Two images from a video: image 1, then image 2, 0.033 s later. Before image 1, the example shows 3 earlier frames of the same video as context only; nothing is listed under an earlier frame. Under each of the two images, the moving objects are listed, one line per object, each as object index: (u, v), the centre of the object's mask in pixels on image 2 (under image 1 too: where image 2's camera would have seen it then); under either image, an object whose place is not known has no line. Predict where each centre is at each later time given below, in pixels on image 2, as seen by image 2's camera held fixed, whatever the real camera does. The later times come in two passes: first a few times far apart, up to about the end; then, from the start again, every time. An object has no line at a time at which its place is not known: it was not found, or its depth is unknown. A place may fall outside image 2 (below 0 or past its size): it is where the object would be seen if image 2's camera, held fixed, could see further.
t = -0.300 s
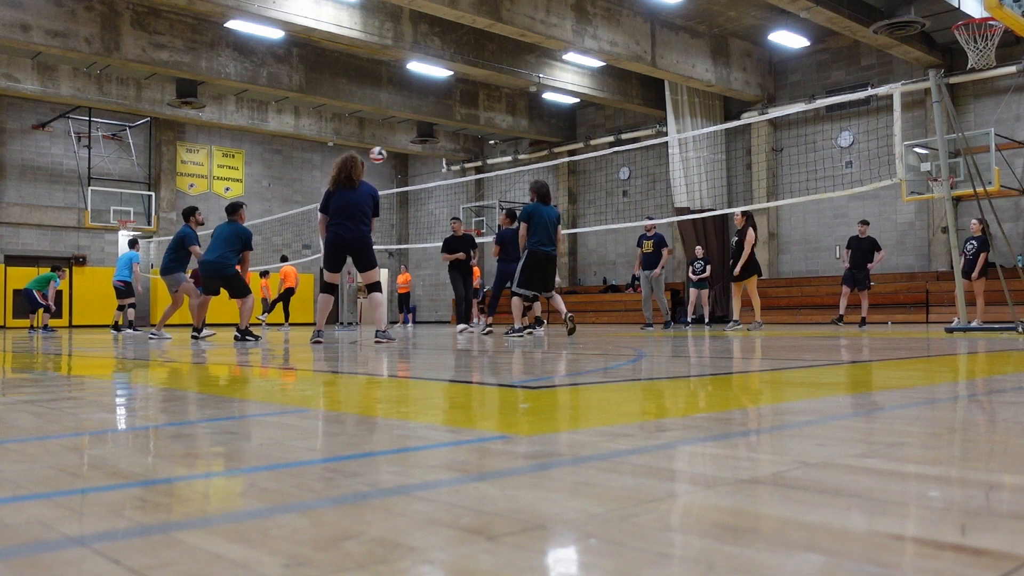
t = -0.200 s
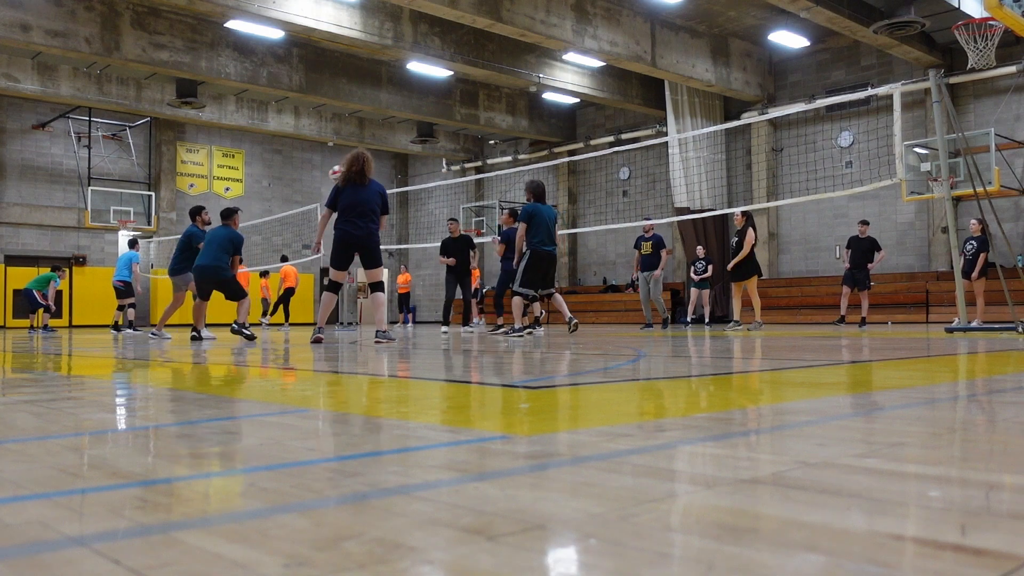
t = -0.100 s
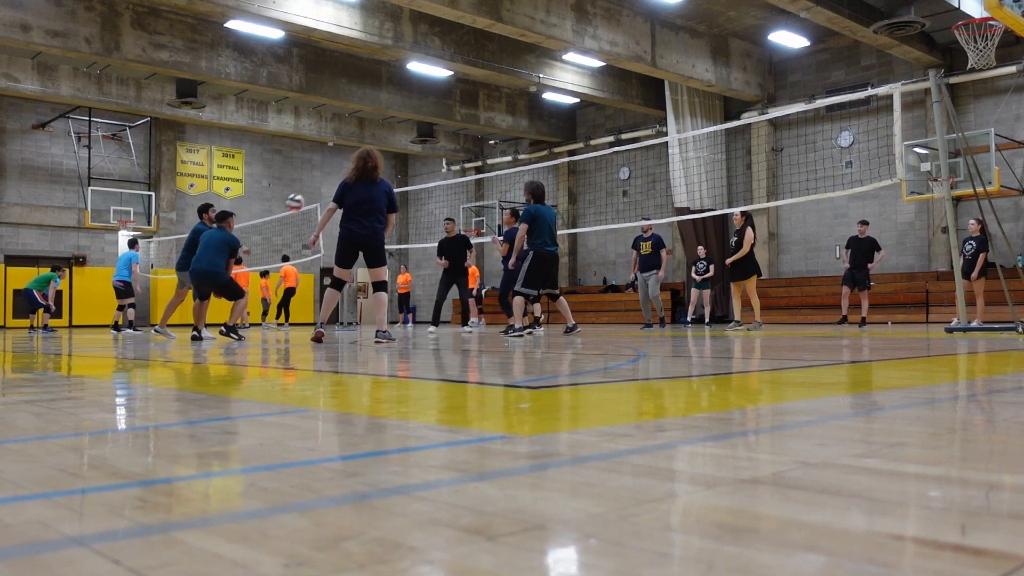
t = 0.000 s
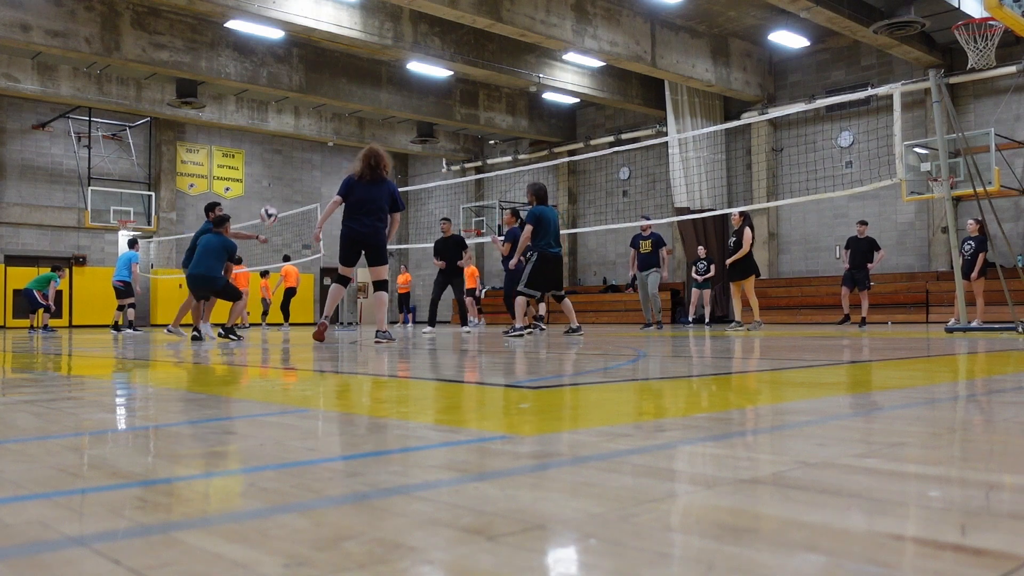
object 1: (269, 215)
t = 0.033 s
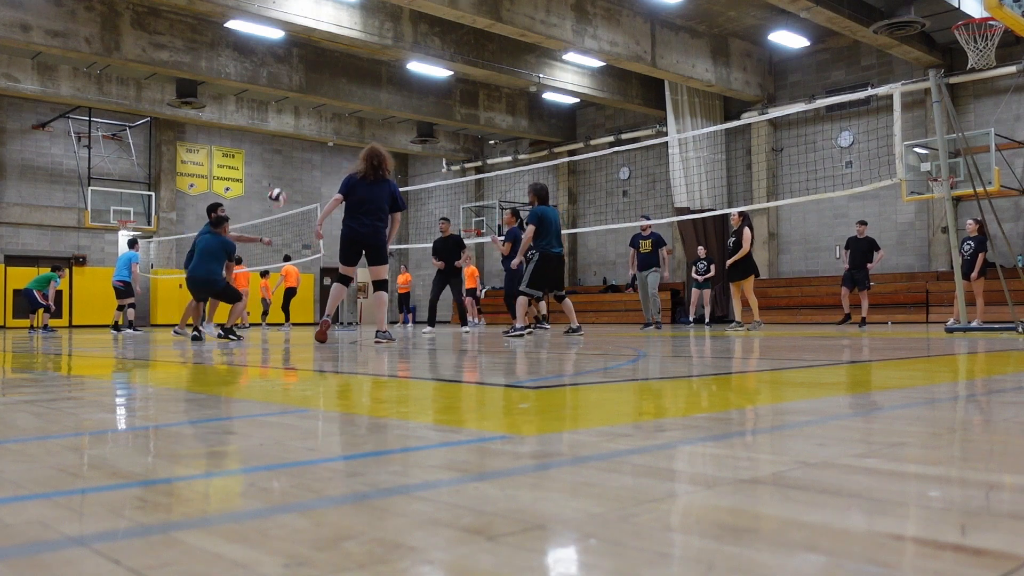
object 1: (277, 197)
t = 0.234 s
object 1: (326, 110)
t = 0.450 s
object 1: (380, 51)
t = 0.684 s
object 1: (437, 30)
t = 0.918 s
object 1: (498, 58)
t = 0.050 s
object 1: (281, 189)
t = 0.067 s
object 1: (285, 180)
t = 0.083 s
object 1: (289, 172)
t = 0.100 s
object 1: (293, 165)
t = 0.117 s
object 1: (297, 157)
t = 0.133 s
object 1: (302, 150)
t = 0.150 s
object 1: (305, 143)
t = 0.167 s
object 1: (310, 136)
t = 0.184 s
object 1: (314, 128)
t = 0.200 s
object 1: (318, 122)
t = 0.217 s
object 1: (323, 116)
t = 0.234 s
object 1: (326, 110)
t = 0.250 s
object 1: (331, 104)
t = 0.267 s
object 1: (334, 98)
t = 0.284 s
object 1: (338, 93)
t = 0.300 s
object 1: (342, 88)
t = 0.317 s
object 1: (347, 83)
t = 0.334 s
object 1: (351, 78)
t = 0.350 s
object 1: (355, 73)
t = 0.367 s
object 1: (359, 69)
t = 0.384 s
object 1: (363, 65)
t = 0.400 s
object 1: (367, 61)
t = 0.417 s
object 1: (371, 57)
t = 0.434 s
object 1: (375, 54)
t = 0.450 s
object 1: (380, 51)
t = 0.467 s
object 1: (384, 47)
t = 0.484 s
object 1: (387, 44)
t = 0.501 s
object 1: (392, 42)
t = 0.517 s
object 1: (396, 40)
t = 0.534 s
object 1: (400, 38)
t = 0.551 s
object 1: (404, 36)
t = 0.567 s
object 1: (408, 35)
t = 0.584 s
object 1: (412, 33)
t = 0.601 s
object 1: (417, 32)
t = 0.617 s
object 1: (421, 31)
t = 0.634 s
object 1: (425, 30)
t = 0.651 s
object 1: (429, 30)
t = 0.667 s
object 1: (433, 30)
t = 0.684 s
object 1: (437, 30)
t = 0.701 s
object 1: (441, 30)
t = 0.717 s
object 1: (445, 31)
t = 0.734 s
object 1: (450, 32)
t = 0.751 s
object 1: (454, 33)
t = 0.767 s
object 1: (458, 35)
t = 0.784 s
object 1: (463, 36)
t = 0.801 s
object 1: (467, 38)
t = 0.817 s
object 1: (472, 40)
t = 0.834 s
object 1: (476, 42)
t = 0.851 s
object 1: (480, 45)
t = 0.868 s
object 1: (485, 48)
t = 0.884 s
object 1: (489, 51)
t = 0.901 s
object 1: (493, 54)
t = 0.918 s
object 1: (498, 58)
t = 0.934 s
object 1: (502, 62)
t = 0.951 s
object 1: (507, 66)
